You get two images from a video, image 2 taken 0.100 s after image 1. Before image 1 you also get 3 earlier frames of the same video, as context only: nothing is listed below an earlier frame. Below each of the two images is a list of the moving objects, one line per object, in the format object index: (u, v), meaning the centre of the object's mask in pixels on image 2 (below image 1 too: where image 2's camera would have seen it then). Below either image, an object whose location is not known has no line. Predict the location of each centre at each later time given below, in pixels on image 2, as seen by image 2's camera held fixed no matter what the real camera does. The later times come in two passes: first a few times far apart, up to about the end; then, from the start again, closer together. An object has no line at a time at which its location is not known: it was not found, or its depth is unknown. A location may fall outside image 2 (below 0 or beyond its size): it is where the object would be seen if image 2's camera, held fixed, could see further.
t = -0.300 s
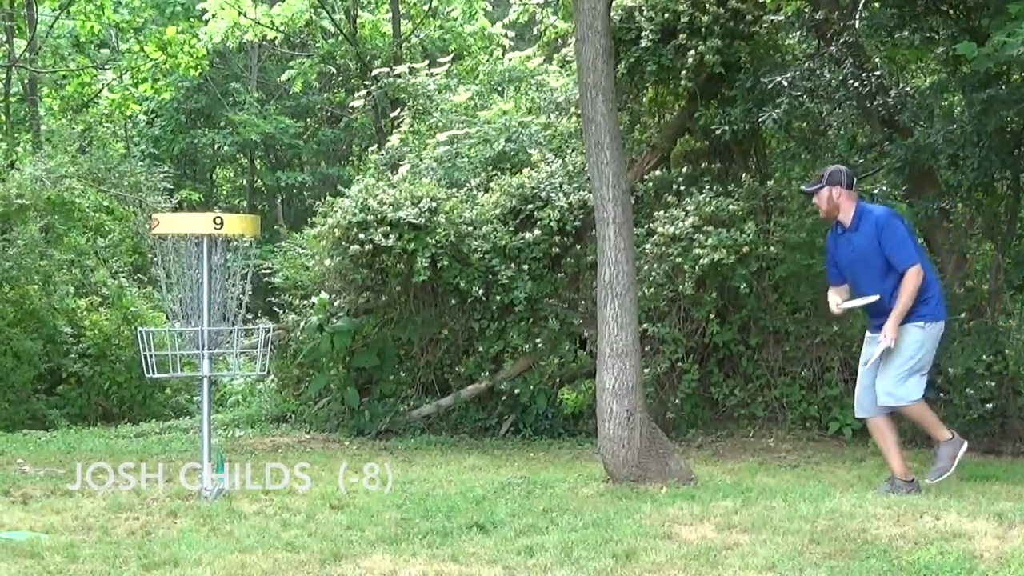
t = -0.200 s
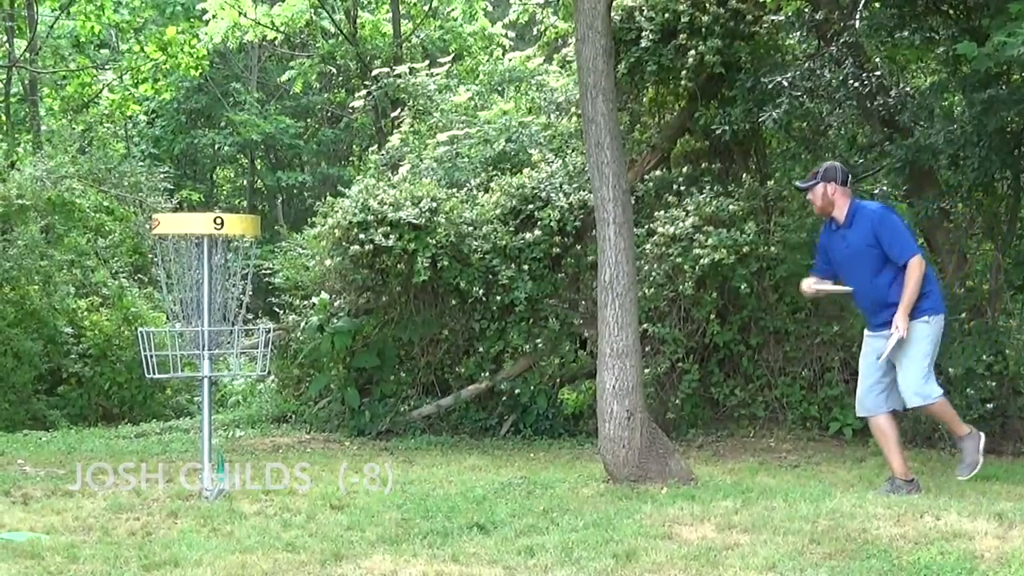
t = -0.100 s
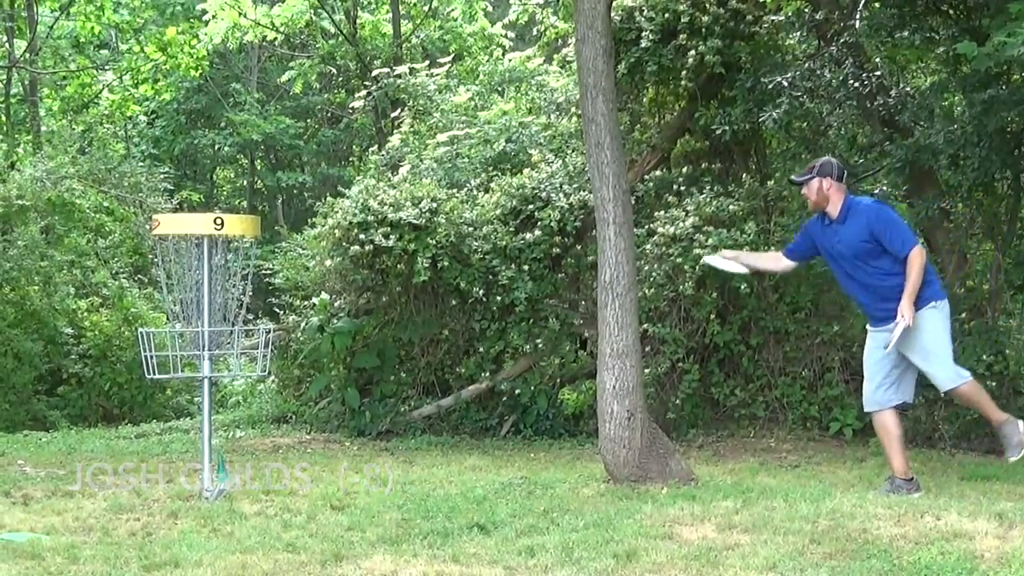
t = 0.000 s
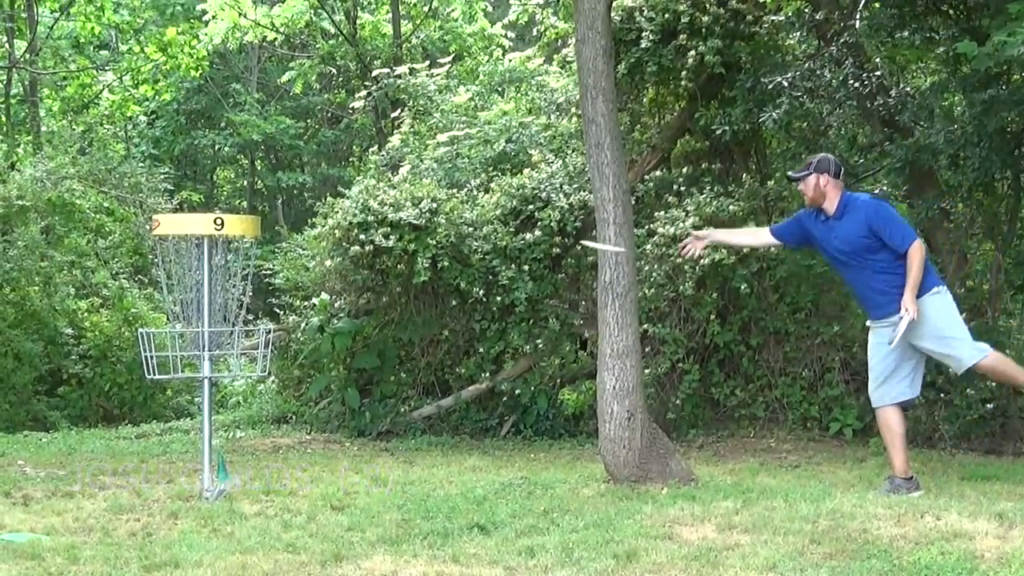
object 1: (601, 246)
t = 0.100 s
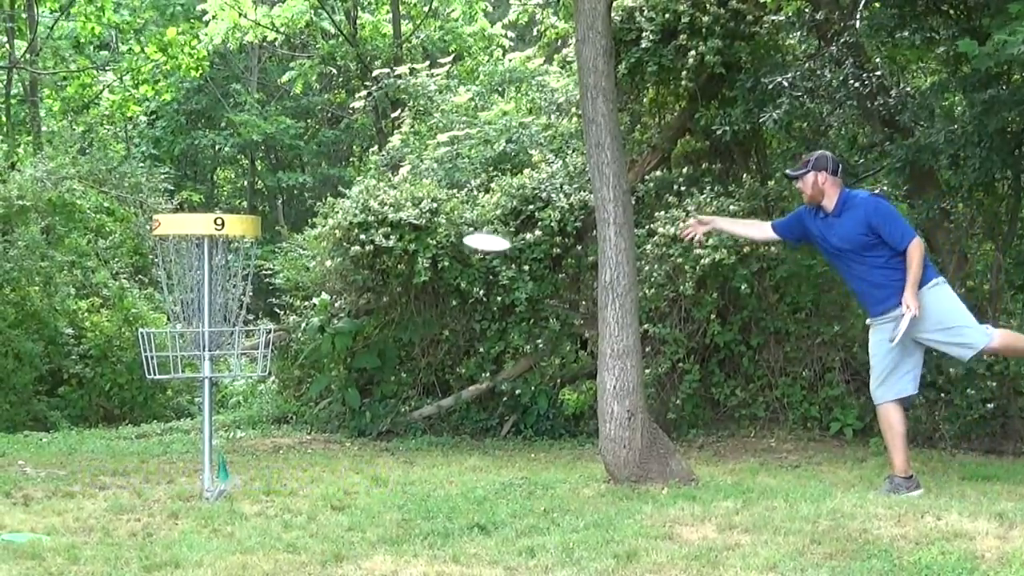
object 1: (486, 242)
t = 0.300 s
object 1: (271, 268)
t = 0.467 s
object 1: (227, 290)
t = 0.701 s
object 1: (233, 349)
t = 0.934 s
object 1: (238, 355)
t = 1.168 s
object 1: (235, 357)
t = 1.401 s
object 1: (235, 356)
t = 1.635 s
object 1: (235, 357)
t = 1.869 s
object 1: (234, 358)
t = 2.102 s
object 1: (234, 358)
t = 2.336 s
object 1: (234, 358)
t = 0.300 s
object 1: (271, 268)
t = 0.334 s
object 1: (250, 275)
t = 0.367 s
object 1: (238, 279)
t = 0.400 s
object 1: (233, 282)
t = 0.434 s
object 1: (229, 285)
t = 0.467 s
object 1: (227, 290)
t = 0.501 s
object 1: (227, 297)
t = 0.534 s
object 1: (227, 306)
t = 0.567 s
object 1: (226, 315)
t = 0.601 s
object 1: (226, 323)
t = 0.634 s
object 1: (228, 329)
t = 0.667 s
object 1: (230, 338)
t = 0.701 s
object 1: (233, 349)
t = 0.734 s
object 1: (235, 355)
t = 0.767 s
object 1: (237, 354)
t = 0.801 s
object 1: (237, 354)
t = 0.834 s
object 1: (238, 355)
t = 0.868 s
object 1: (239, 354)
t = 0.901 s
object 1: (238, 355)
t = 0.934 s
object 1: (238, 355)
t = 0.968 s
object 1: (237, 355)
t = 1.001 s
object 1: (236, 356)
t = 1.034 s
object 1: (236, 356)
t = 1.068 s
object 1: (236, 357)
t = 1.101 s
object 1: (235, 357)
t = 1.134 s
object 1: (235, 356)
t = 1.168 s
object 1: (235, 357)
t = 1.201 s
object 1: (235, 357)
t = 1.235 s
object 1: (235, 357)
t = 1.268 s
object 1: (235, 357)
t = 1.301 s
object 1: (235, 357)
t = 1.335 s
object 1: (236, 356)
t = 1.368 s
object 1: (235, 356)
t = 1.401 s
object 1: (235, 356)
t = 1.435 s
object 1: (235, 356)
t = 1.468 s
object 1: (236, 356)
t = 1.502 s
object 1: (235, 356)
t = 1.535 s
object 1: (235, 356)
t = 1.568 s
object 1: (235, 356)
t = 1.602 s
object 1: (235, 356)
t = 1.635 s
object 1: (235, 357)
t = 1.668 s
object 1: (235, 358)
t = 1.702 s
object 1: (234, 357)
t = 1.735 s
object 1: (234, 357)
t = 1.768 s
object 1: (234, 357)
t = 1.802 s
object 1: (234, 358)
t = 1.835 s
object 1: (234, 358)
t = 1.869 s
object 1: (234, 358)
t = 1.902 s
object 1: (234, 358)
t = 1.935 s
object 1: (233, 358)
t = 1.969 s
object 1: (233, 357)
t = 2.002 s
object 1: (234, 358)
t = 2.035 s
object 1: (234, 358)
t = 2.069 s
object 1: (234, 357)
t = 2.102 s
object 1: (234, 358)
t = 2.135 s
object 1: (234, 358)
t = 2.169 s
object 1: (234, 358)
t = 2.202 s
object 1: (234, 358)
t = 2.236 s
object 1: (234, 358)
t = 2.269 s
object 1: (234, 358)
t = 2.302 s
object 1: (234, 358)
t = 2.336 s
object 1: (234, 358)
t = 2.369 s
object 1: (233, 358)
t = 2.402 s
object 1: (233, 358)
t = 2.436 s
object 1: (233, 358)
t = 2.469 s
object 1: (233, 358)
